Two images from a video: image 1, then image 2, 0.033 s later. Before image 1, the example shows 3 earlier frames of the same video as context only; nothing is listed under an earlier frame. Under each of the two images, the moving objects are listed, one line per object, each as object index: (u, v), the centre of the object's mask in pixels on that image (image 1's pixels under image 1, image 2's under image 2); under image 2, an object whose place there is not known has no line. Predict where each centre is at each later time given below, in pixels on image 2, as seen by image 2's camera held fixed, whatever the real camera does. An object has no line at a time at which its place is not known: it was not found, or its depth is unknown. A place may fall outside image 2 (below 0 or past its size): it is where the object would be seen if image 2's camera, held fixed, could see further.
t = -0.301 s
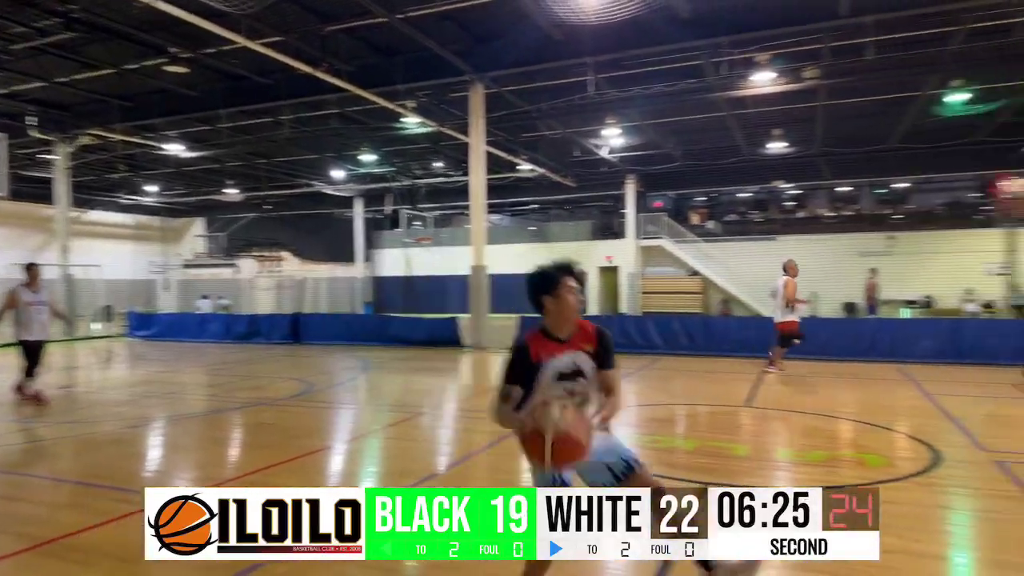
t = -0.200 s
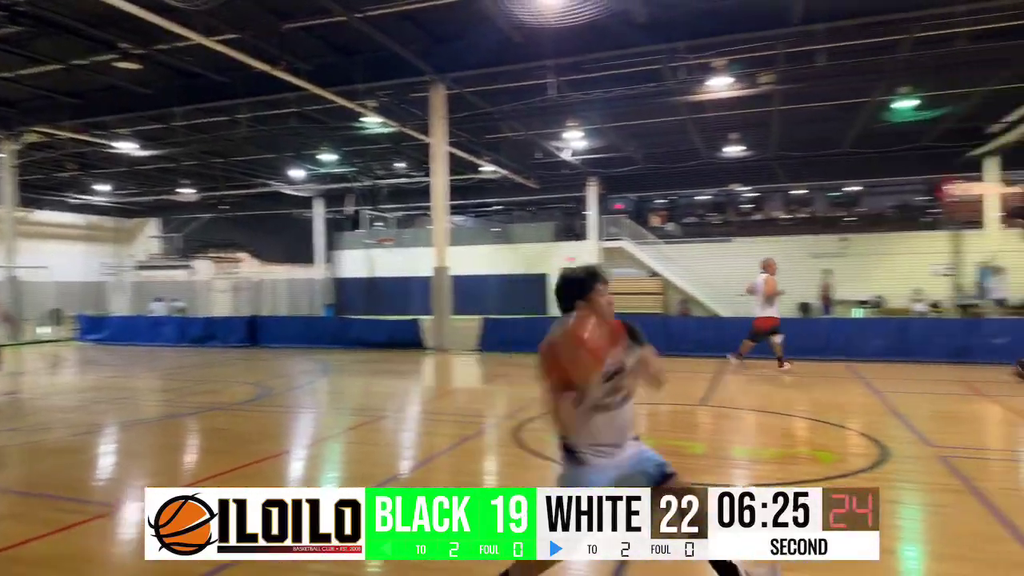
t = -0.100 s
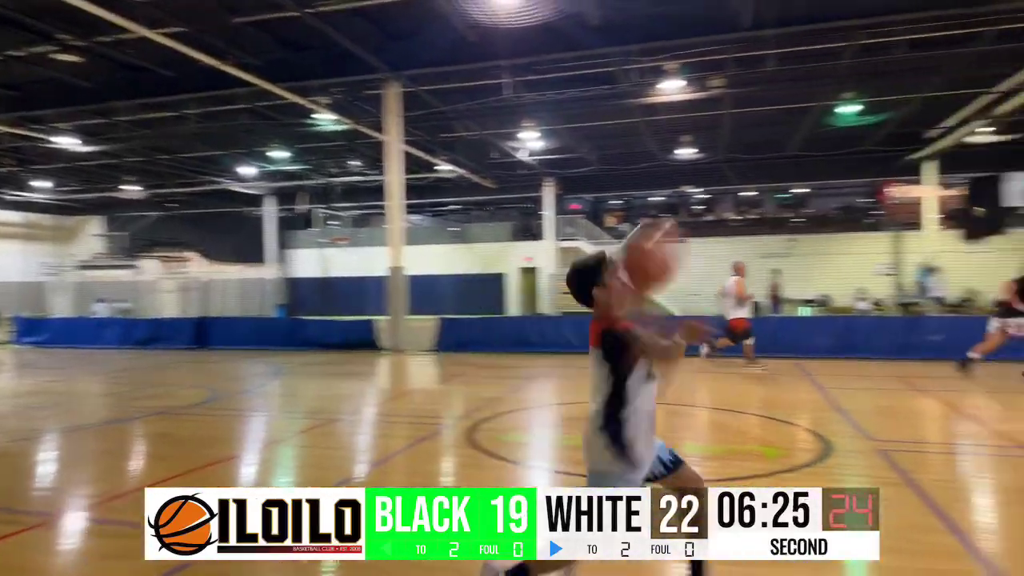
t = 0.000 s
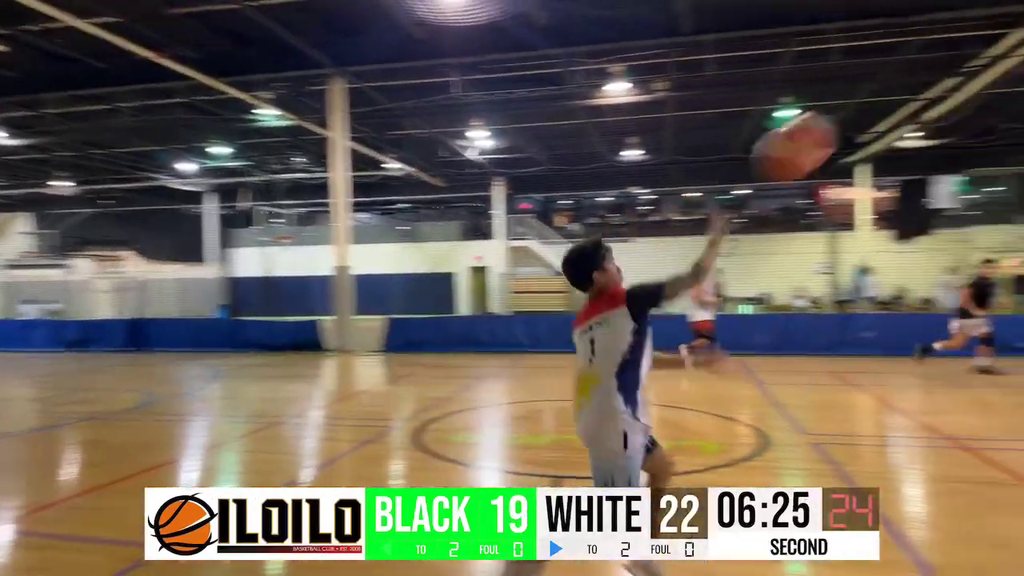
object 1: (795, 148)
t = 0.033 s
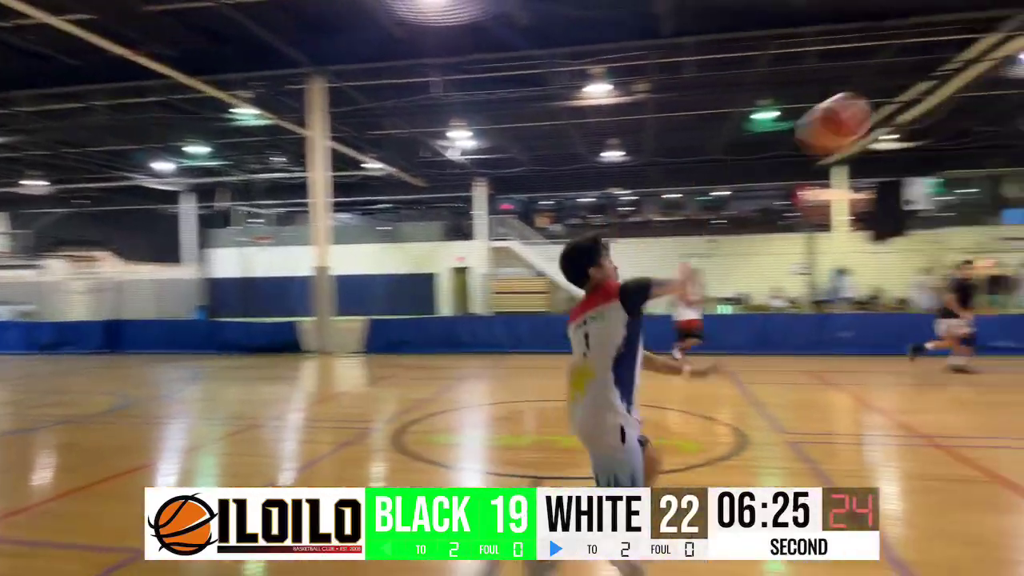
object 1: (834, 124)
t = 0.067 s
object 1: (892, 103)
